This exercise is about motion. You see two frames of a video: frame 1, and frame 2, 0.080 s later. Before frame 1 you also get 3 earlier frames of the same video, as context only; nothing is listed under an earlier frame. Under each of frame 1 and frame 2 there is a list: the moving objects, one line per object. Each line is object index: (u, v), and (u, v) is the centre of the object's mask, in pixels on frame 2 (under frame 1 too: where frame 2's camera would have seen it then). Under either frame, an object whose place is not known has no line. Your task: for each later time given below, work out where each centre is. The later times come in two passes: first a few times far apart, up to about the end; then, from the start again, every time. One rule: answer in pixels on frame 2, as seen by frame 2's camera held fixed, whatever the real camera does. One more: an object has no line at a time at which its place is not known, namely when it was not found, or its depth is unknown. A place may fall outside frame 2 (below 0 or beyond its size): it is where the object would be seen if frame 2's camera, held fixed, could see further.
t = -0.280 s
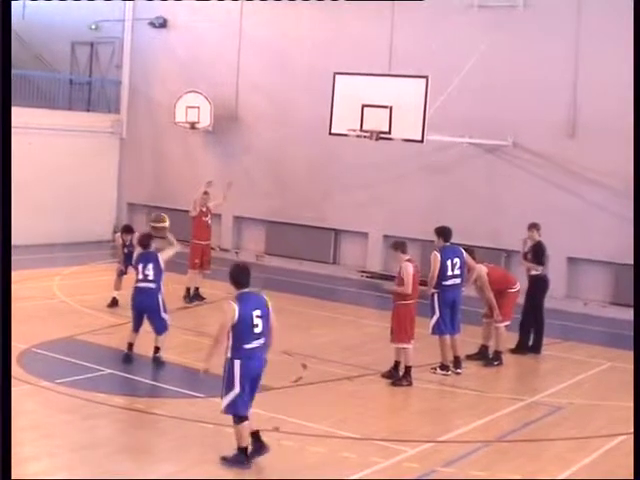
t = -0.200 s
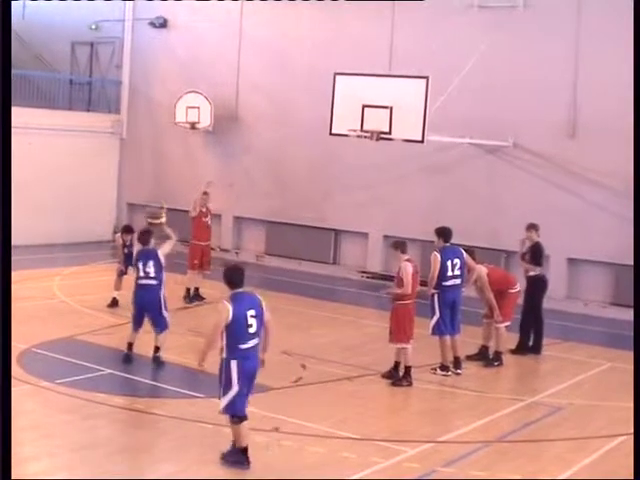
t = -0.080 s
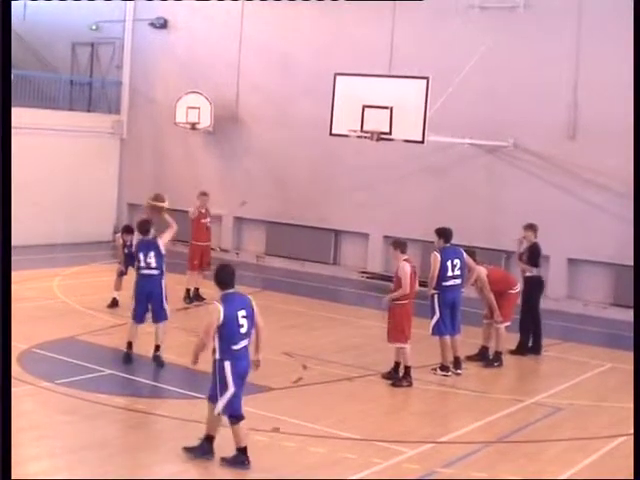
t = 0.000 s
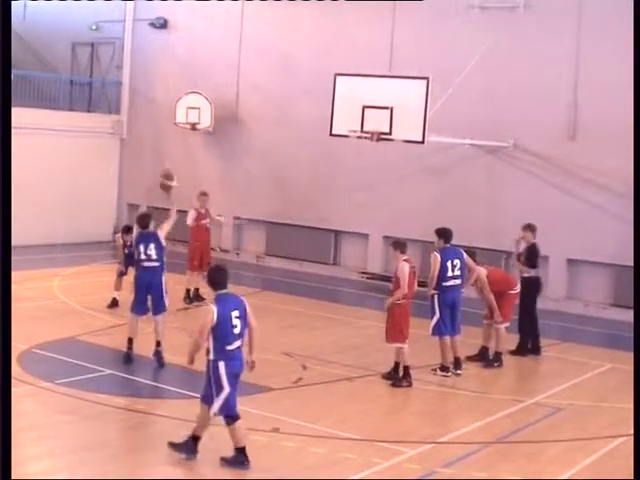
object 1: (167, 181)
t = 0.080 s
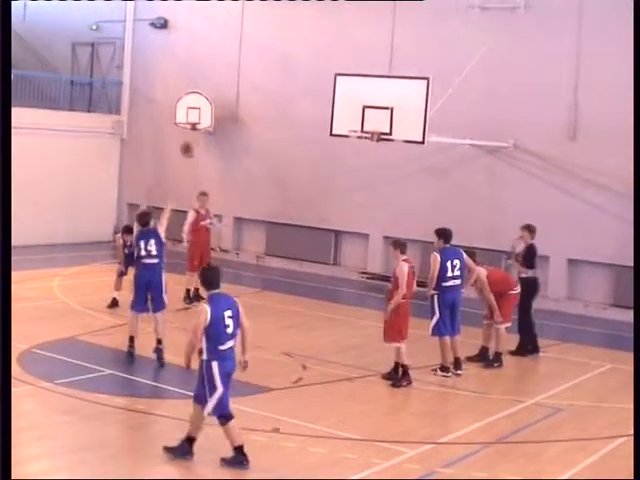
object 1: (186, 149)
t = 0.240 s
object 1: (230, 101)
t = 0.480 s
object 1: (285, 73)
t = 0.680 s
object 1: (324, 80)
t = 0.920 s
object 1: (363, 122)
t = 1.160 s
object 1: (372, 114)
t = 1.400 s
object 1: (363, 130)
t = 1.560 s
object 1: (357, 149)
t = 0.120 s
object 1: (198, 134)
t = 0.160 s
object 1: (211, 121)
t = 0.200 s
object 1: (222, 111)
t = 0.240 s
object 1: (230, 101)
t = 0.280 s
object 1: (240, 93)
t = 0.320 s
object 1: (249, 87)
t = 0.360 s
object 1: (259, 81)
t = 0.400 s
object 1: (268, 77)
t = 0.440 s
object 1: (276, 74)
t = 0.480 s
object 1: (285, 73)
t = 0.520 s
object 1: (293, 72)
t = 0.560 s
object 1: (302, 72)
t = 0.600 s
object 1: (309, 74)
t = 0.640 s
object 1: (316, 77)
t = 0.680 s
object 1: (324, 80)
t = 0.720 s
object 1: (331, 85)
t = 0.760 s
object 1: (338, 90)
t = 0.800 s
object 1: (344, 97)
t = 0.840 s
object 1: (351, 104)
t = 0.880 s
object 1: (357, 112)
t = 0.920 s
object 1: (363, 122)
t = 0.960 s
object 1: (366, 128)
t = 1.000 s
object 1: (358, 129)
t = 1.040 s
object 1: (358, 125)
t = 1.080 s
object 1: (363, 120)
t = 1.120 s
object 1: (368, 116)
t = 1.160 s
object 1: (372, 114)
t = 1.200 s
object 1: (375, 112)
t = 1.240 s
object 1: (374, 113)
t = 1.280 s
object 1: (371, 116)
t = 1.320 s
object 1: (369, 121)
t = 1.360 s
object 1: (368, 126)
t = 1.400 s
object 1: (363, 130)
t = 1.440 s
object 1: (361, 133)
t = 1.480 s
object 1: (362, 141)
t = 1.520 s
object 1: (360, 144)
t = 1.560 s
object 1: (357, 149)
